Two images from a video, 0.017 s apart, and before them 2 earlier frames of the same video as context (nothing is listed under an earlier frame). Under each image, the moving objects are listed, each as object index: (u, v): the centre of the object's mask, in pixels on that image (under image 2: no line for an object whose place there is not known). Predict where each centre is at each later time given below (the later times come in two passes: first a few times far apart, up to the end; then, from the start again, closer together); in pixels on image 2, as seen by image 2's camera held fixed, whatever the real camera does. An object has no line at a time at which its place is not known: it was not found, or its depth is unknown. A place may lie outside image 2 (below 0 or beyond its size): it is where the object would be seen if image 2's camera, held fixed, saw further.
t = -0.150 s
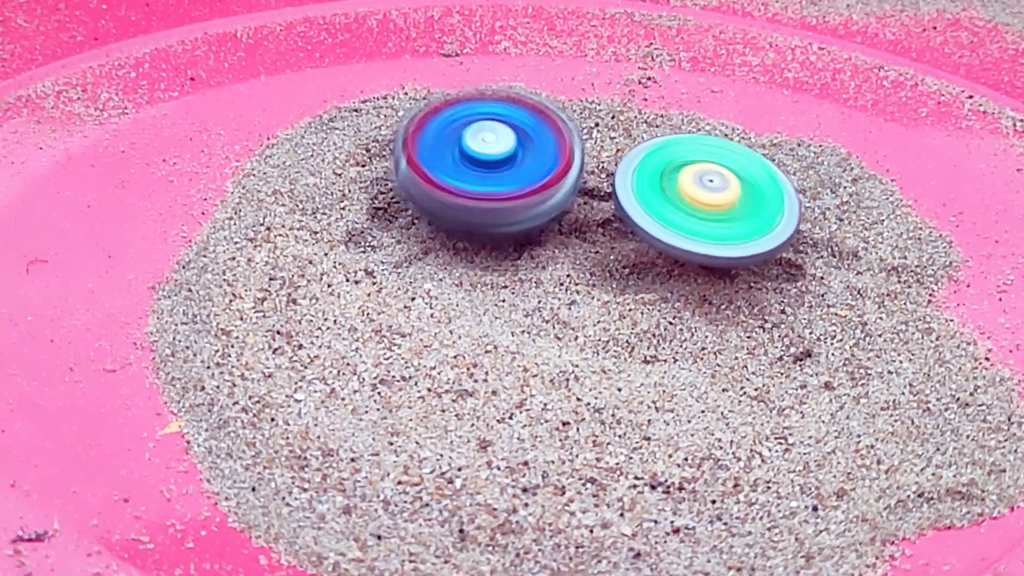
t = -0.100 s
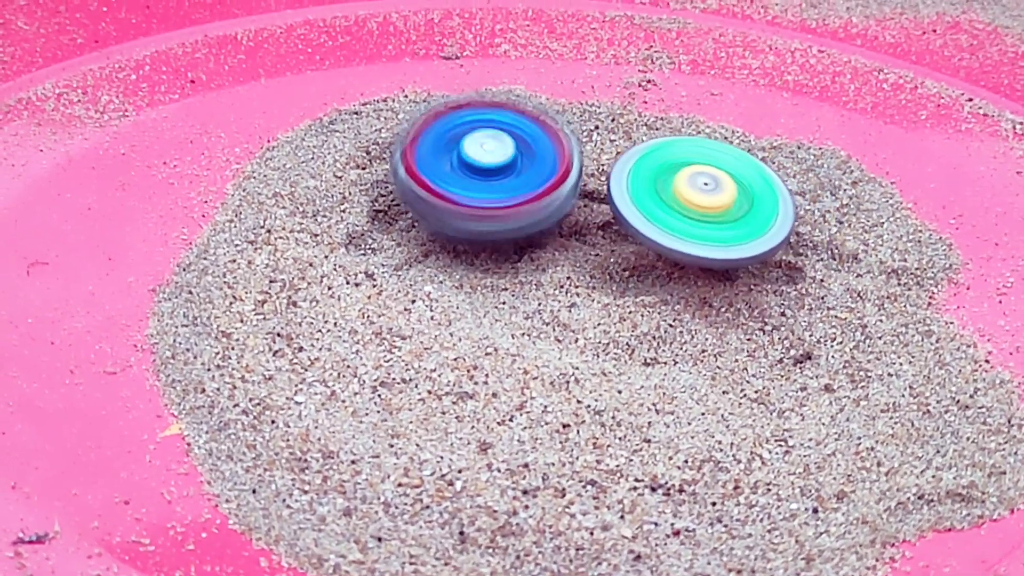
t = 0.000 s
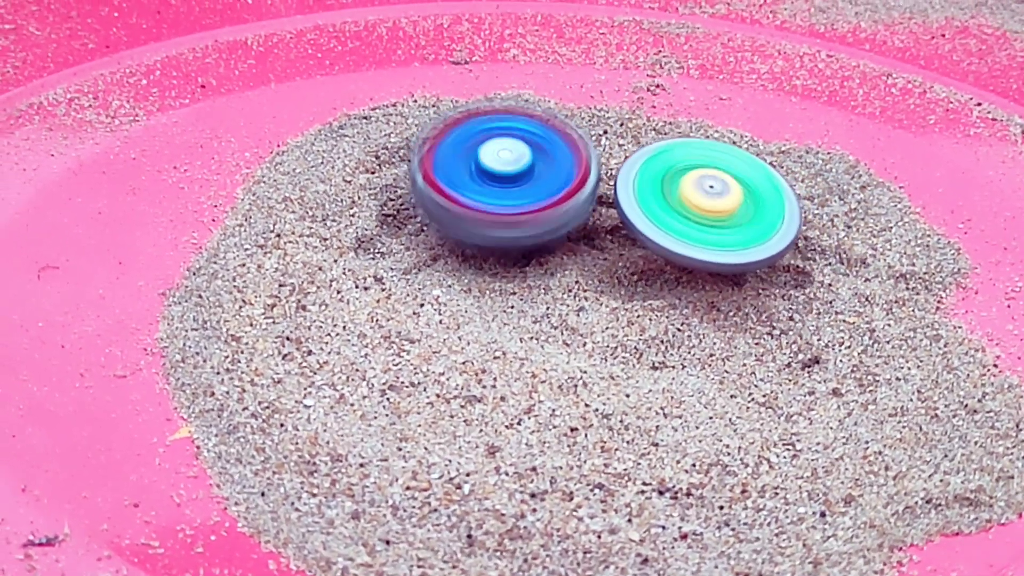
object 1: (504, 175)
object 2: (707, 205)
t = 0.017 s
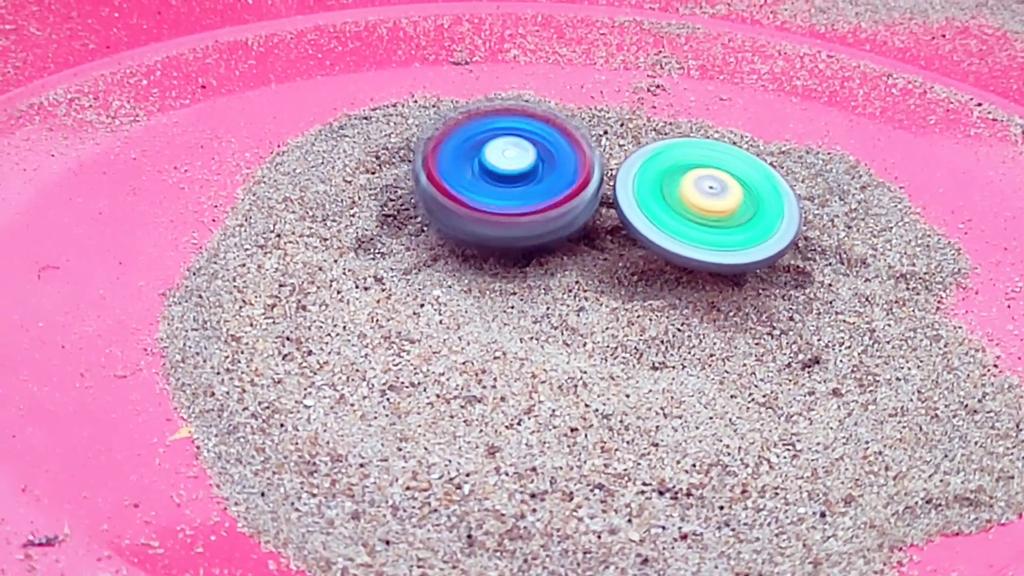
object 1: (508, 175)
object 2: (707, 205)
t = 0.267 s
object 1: (487, 166)
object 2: (694, 186)
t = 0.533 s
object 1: (445, 188)
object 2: (689, 173)
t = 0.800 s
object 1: (423, 175)
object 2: (742, 171)
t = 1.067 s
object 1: (427, 192)
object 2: (782, 166)
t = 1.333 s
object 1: (473, 160)
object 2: (788, 187)
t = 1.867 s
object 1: (550, 163)
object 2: (708, 250)
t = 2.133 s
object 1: (529, 159)
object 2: (733, 263)
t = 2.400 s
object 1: (542, 145)
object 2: (793, 274)
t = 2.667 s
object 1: (526, 171)
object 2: (756, 254)
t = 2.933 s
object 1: (534, 158)
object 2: (723, 255)
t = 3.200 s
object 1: (504, 173)
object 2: (697, 217)
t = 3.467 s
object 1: (498, 168)
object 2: (692, 213)
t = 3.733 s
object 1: (505, 165)
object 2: (690, 210)
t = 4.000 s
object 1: (481, 172)
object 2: (718, 216)
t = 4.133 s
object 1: (515, 165)
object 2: (716, 215)
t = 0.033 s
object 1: (510, 174)
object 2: (706, 205)
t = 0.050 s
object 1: (512, 174)
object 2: (704, 204)
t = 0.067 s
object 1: (512, 172)
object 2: (706, 204)
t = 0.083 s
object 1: (508, 168)
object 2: (712, 204)
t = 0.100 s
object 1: (504, 164)
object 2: (715, 203)
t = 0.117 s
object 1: (501, 162)
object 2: (716, 202)
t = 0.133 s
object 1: (500, 160)
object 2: (716, 200)
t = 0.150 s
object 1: (497, 158)
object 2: (714, 198)
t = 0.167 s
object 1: (496, 158)
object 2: (713, 196)
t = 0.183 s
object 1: (495, 158)
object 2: (710, 194)
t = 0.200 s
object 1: (494, 158)
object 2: (703, 191)
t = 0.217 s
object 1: (494, 159)
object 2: (697, 189)
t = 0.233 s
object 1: (494, 162)
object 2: (691, 188)
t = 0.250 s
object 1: (495, 164)
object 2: (686, 186)
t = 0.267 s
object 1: (487, 166)
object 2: (694, 186)
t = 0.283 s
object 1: (475, 167)
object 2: (703, 186)
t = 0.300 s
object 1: (463, 168)
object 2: (708, 185)
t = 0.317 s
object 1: (453, 170)
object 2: (710, 182)
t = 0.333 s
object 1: (443, 174)
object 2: (711, 181)
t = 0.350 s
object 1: (437, 175)
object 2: (711, 180)
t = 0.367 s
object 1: (431, 180)
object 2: (711, 180)
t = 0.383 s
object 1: (427, 181)
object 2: (710, 179)
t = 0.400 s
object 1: (425, 183)
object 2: (708, 178)
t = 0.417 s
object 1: (426, 184)
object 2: (706, 177)
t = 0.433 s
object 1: (427, 185)
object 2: (705, 177)
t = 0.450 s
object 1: (428, 186)
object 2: (702, 176)
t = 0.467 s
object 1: (431, 186)
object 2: (699, 175)
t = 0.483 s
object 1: (435, 187)
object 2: (697, 174)
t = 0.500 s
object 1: (437, 187)
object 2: (695, 174)
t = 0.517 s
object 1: (440, 188)
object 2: (692, 173)
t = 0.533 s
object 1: (445, 188)
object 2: (689, 173)
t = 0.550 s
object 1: (448, 189)
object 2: (686, 172)
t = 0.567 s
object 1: (451, 189)
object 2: (684, 172)
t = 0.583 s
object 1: (454, 188)
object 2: (682, 172)
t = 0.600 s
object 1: (458, 187)
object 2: (681, 172)
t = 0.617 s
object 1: (460, 187)
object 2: (679, 172)
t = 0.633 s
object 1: (463, 187)
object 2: (677, 171)
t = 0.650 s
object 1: (466, 187)
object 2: (675, 171)
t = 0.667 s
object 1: (469, 186)
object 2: (673, 171)
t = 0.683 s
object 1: (471, 186)
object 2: (672, 171)
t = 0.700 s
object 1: (473, 184)
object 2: (671, 172)
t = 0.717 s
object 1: (476, 182)
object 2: (669, 172)
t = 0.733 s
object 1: (478, 180)
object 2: (667, 173)
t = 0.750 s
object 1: (468, 178)
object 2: (685, 173)
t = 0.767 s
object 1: (449, 176)
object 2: (708, 173)
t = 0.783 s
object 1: (435, 175)
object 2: (728, 173)
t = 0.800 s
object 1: (423, 175)
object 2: (742, 171)
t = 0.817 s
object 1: (414, 173)
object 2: (751, 170)
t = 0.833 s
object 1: (406, 176)
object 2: (757, 169)
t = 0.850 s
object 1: (402, 178)
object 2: (761, 167)
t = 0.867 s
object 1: (397, 180)
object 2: (764, 167)
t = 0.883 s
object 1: (395, 181)
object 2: (766, 167)
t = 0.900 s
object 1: (395, 183)
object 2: (768, 166)
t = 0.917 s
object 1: (396, 185)
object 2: (769, 167)
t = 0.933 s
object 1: (397, 186)
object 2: (771, 166)
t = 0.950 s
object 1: (401, 187)
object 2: (772, 166)
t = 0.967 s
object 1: (404, 188)
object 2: (773, 166)
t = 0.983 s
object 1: (410, 192)
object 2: (775, 166)
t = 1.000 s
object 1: (413, 192)
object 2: (776, 166)
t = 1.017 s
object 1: (417, 192)
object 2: (778, 166)
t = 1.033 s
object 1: (420, 192)
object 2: (780, 166)
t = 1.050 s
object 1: (423, 192)
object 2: (781, 166)
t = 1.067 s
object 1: (427, 192)
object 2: (782, 166)
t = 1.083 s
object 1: (430, 192)
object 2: (784, 167)
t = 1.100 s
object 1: (433, 191)
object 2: (786, 168)
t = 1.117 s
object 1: (436, 190)
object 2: (787, 169)
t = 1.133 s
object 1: (441, 189)
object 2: (788, 169)
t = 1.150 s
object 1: (442, 187)
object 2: (789, 170)
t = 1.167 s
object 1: (445, 186)
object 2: (789, 171)
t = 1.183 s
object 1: (448, 185)
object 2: (790, 173)
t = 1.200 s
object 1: (450, 184)
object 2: (791, 174)
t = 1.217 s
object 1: (453, 182)
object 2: (791, 175)
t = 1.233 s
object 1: (456, 180)
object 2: (791, 176)
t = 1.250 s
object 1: (458, 178)
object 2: (791, 178)
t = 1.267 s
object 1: (462, 175)
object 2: (790, 179)
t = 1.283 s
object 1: (465, 172)
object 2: (790, 181)
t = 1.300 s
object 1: (468, 168)
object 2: (790, 183)
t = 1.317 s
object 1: (471, 164)
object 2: (789, 185)
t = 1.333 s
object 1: (473, 160)
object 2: (788, 187)
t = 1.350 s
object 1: (476, 157)
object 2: (786, 189)
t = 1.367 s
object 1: (479, 156)
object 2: (784, 192)
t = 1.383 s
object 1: (482, 155)
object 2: (782, 194)
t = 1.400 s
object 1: (484, 155)
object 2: (781, 196)
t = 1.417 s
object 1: (488, 156)
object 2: (779, 198)
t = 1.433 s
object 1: (490, 156)
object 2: (777, 200)
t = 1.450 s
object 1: (493, 158)
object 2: (775, 202)
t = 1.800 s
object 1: (545, 160)
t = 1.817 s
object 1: (549, 161)
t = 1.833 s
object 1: (550, 162)
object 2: (706, 249)
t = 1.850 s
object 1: (551, 163)
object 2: (705, 249)
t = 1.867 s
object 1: (550, 163)
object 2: (708, 250)
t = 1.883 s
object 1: (541, 159)
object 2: (724, 258)
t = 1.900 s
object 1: (533, 154)
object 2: (735, 263)
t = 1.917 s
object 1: (526, 152)
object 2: (739, 267)
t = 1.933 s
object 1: (523, 150)
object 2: (741, 271)
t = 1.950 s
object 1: (522, 150)
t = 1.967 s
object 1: (522, 149)
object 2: (742, 272)
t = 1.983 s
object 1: (522, 149)
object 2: (740, 272)
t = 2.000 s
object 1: (523, 150)
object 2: (739, 271)
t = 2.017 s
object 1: (523, 151)
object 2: (738, 270)
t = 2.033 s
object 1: (522, 152)
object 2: (737, 269)
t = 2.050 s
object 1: (522, 153)
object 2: (736, 268)
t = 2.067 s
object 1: (523, 154)
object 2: (734, 267)
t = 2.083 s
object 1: (526, 156)
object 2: (732, 266)
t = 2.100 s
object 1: (528, 157)
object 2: (731, 265)
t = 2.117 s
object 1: (528, 158)
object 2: (732, 264)
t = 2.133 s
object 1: (529, 159)
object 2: (733, 263)
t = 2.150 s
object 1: (532, 160)
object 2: (733, 261)
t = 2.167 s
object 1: (533, 161)
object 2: (734, 260)
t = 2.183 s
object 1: (535, 163)
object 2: (734, 258)
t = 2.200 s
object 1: (538, 165)
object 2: (736, 257)
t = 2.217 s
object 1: (540, 167)
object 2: (737, 256)
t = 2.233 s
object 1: (543, 168)
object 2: (739, 255)
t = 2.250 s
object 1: (546, 170)
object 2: (739, 254)
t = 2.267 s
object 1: (549, 171)
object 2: (739, 253)
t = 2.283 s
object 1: (553, 170)
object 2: (739, 251)
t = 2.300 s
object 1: (558, 170)
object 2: (740, 250)
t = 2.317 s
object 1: (565, 171)
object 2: (740, 250)
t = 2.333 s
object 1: (571, 171)
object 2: (740, 249)
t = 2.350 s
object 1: (574, 169)
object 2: (741, 249)
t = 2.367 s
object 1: (564, 159)
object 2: (763, 260)
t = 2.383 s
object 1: (553, 151)
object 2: (778, 267)
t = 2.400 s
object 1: (542, 145)
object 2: (793, 274)
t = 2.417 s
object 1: (532, 142)
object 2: (803, 279)
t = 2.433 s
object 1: (524, 140)
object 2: (810, 283)
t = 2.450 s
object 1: (516, 141)
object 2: (813, 284)
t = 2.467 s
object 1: (510, 142)
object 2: (813, 284)
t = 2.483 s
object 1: (504, 147)
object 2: (810, 282)
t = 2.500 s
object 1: (499, 153)
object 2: (807, 280)
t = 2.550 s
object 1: (498, 168)
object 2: (799, 273)
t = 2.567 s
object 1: (500, 171)
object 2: (795, 269)
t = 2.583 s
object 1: (503, 173)
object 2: (789, 266)
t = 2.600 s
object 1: (508, 175)
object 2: (782, 264)
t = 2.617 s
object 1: (512, 175)
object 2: (776, 263)
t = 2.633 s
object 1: (516, 174)
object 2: (770, 260)
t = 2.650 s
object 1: (521, 173)
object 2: (763, 257)
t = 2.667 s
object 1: (526, 171)
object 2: (756, 254)
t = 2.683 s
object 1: (531, 170)
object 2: (749, 252)
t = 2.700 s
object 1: (537, 169)
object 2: (743, 251)
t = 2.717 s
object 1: (543, 167)
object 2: (734, 250)
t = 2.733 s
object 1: (547, 166)
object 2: (729, 250)
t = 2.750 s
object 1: (552, 166)
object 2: (725, 249)
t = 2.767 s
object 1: (557, 164)
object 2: (722, 249)
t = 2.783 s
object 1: (561, 162)
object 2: (718, 247)
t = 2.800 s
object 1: (563, 159)
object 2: (718, 247)
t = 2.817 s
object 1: (563, 158)
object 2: (718, 247)
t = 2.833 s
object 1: (563, 158)
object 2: (718, 246)
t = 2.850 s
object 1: (563, 159)
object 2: (717, 245)
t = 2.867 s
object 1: (559, 158)
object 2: (722, 249)
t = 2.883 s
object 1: (554, 155)
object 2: (724, 253)
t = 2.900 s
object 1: (546, 154)
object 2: (724, 255)
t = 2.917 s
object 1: (539, 155)
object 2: (724, 256)
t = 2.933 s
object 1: (534, 158)
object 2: (723, 255)
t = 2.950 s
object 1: (528, 161)
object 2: (723, 254)
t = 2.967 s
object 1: (522, 164)
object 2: (722, 252)
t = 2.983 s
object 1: (517, 167)
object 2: (722, 249)
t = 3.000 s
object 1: (512, 170)
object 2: (722, 248)
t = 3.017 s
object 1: (510, 171)
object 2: (722, 246)
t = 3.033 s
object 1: (509, 172)
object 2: (722, 244)
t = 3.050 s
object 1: (507, 172)
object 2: (720, 240)
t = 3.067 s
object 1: (507, 173)
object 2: (719, 237)
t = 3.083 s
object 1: (505, 174)
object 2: (716, 234)
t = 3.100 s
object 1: (504, 174)
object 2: (714, 231)
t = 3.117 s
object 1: (504, 174)
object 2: (710, 228)
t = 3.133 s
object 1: (503, 174)
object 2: (708, 226)
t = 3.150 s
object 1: (503, 174)
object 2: (706, 224)
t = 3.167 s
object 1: (502, 174)
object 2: (705, 222)
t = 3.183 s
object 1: (502, 174)
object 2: (702, 220)
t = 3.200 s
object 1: (504, 173)
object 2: (697, 217)
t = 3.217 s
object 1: (505, 173)
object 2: (693, 215)
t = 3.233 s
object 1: (505, 171)
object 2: (696, 215)
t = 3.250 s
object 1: (506, 170)
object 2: (698, 215)
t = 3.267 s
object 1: (506, 169)
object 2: (697, 215)
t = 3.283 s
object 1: (505, 168)
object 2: (697, 215)
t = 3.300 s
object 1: (505, 168)
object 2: (697, 215)
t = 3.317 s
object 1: (505, 167)
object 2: (697, 215)
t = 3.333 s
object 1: (504, 167)
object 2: (696, 214)
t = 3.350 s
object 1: (503, 167)
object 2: (695, 214)
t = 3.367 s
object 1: (503, 167)
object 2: (695, 214)
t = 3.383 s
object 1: (502, 167)
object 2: (695, 214)
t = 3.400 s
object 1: (501, 167)
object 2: (695, 214)
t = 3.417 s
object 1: (500, 168)
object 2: (693, 214)
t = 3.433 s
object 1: (499, 168)
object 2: (693, 214)
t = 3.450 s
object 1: (499, 168)
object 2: (692, 214)
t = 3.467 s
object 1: (498, 168)
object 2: (692, 213)
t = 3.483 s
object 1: (496, 168)
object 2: (691, 213)
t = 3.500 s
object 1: (495, 167)
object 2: (691, 213)
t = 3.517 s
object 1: (494, 166)
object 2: (690, 213)
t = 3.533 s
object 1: (494, 165)
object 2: (690, 213)
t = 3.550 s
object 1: (494, 166)
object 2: (690, 213)
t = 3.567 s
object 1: (495, 166)
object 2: (690, 212)
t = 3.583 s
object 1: (496, 167)
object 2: (690, 213)
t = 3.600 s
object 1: (496, 167)
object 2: (690, 212)
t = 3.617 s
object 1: (498, 167)
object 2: (690, 211)
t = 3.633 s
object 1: (498, 167)
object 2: (690, 212)
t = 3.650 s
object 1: (499, 167)
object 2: (689, 212)
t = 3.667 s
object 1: (500, 167)
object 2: (689, 211)
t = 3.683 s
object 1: (501, 166)
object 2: (689, 211)
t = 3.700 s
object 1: (502, 166)
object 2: (689, 211)
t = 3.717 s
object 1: (503, 165)
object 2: (689, 211)
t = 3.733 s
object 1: (505, 165)
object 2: (690, 210)
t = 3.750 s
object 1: (500, 164)
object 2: (699, 212)
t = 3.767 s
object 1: (495, 161)
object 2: (707, 215)
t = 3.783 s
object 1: (492, 161)
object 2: (713, 218)
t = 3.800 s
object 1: (488, 160)
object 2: (716, 219)
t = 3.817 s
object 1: (484, 160)
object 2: (717, 219)
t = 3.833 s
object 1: (481, 161)
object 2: (717, 219)
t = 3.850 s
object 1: (478, 164)
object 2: (718, 219)
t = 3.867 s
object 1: (476, 166)
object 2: (719, 218)
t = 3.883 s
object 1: (473, 169)
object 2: (719, 218)
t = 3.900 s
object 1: (472, 171)
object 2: (719, 218)
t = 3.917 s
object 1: (472, 172)
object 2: (718, 218)
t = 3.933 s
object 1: (472, 173)
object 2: (718, 217)
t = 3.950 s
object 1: (473, 173)
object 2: (718, 217)
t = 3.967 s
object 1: (475, 173)
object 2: (718, 217)
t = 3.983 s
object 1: (476, 173)
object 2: (717, 217)
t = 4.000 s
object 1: (481, 172)
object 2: (718, 216)
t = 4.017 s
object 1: (483, 172)
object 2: (718, 216)
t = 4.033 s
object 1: (487, 171)
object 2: (717, 215)
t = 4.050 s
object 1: (492, 170)
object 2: (717, 215)
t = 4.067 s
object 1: (497, 169)
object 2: (717, 216)
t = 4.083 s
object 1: (503, 168)
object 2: (717, 215)
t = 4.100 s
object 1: (507, 168)
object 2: (717, 215)
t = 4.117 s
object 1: (511, 167)
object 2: (716, 215)
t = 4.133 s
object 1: (515, 165)
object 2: (716, 215)
